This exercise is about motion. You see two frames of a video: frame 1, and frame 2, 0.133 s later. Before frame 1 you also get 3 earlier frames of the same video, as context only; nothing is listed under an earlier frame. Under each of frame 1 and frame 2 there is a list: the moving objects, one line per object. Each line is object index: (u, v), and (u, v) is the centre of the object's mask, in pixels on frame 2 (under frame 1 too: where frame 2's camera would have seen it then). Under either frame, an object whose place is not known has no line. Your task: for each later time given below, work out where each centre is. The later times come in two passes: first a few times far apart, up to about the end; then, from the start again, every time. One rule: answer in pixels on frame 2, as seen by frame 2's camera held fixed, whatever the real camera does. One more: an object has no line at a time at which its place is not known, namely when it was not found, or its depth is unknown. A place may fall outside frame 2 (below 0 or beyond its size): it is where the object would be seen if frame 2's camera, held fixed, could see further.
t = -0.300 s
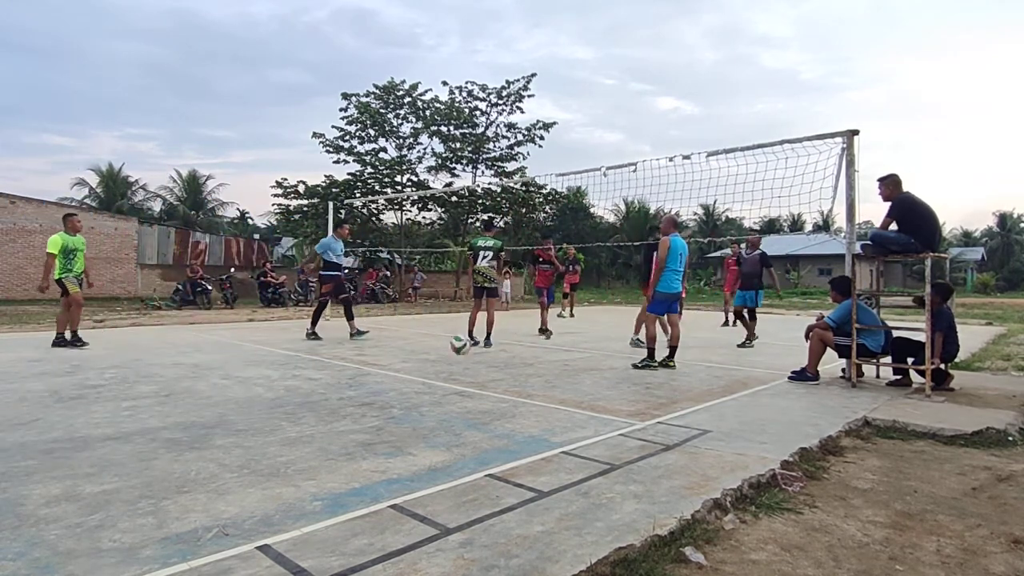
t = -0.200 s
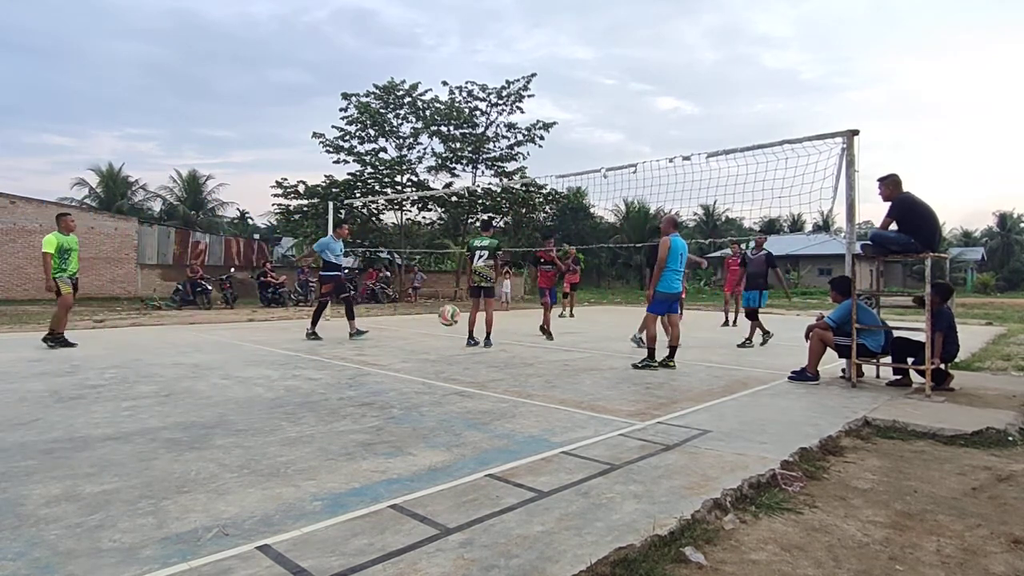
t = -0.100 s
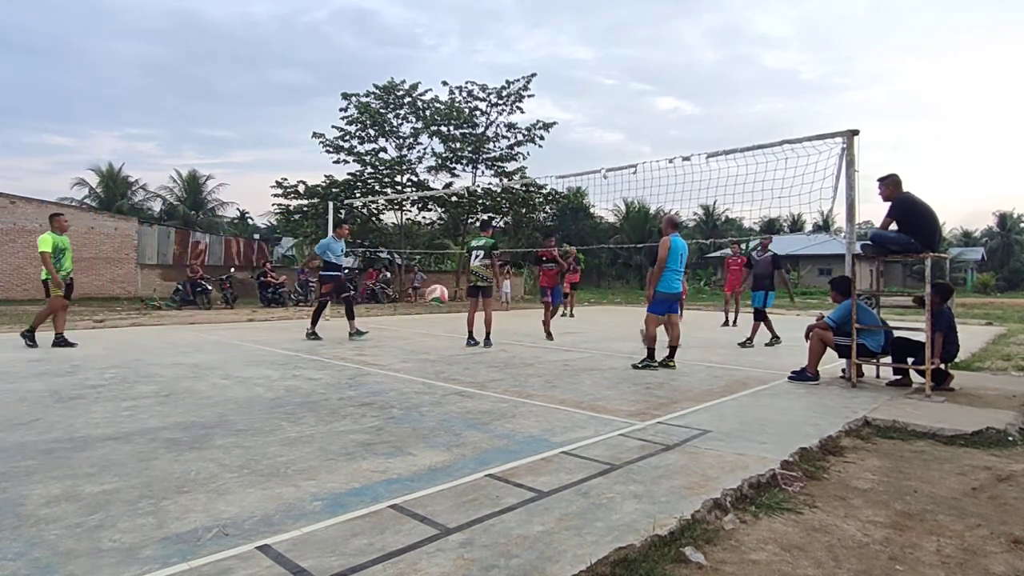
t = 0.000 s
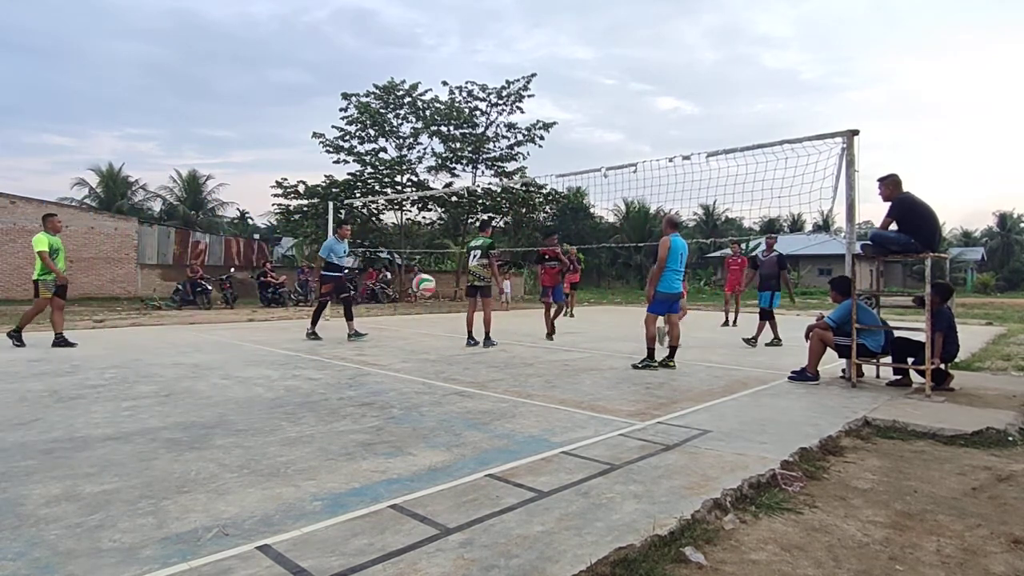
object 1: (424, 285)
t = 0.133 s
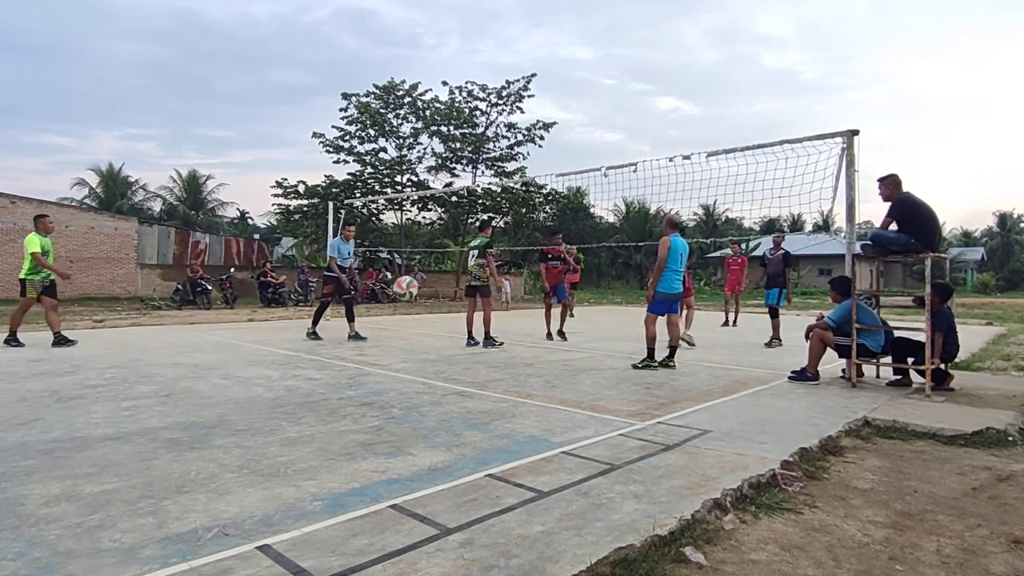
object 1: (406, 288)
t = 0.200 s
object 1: (395, 296)
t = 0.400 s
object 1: (363, 358)
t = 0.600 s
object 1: (327, 344)
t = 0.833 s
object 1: (279, 319)
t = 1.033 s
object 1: (230, 360)
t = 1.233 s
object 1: (175, 390)
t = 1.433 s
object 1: (114, 356)
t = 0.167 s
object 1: (401, 291)
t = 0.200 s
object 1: (395, 296)
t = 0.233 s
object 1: (391, 302)
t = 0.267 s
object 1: (385, 311)
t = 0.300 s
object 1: (380, 320)
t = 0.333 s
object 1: (375, 332)
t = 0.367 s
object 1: (369, 345)
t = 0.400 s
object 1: (363, 358)
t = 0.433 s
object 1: (358, 374)
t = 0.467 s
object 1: (352, 386)
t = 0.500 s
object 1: (346, 374)
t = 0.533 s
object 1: (340, 363)
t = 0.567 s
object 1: (334, 353)
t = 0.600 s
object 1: (327, 344)
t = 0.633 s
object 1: (321, 337)
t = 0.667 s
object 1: (314, 331)
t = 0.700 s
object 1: (307, 325)
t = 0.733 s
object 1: (301, 321)
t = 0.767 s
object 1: (293, 319)
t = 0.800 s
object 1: (285, 318)
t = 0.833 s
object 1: (279, 319)
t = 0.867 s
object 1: (272, 321)
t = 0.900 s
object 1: (264, 325)
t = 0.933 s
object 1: (255, 331)
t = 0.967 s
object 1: (247, 339)
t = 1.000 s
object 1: (239, 349)
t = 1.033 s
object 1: (230, 360)
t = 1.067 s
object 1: (221, 373)
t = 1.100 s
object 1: (212, 388)
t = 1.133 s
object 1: (203, 406)
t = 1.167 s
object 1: (193, 413)
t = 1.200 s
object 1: (184, 401)
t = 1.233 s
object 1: (175, 390)
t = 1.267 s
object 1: (165, 380)
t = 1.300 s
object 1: (156, 372)
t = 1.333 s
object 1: (145, 365)
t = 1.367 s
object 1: (135, 360)
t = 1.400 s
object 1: (125, 357)
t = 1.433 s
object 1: (114, 356)
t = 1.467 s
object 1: (103, 357)
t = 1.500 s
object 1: (91, 359)
